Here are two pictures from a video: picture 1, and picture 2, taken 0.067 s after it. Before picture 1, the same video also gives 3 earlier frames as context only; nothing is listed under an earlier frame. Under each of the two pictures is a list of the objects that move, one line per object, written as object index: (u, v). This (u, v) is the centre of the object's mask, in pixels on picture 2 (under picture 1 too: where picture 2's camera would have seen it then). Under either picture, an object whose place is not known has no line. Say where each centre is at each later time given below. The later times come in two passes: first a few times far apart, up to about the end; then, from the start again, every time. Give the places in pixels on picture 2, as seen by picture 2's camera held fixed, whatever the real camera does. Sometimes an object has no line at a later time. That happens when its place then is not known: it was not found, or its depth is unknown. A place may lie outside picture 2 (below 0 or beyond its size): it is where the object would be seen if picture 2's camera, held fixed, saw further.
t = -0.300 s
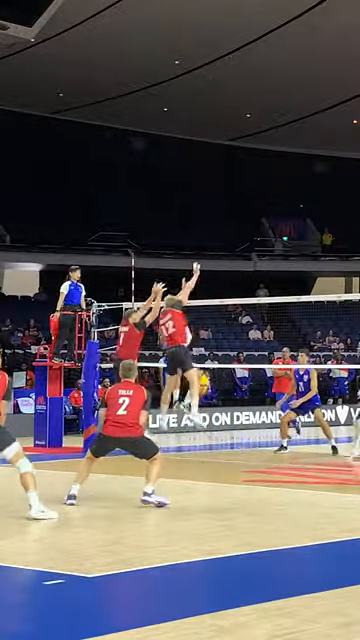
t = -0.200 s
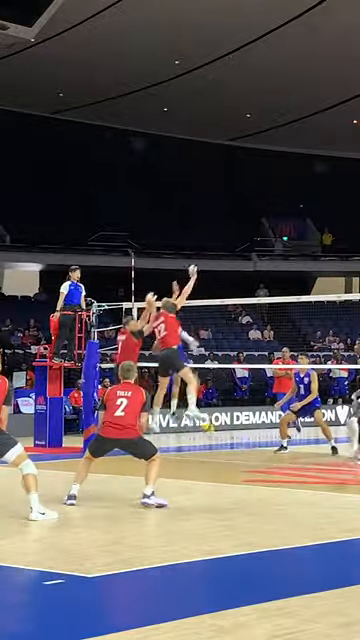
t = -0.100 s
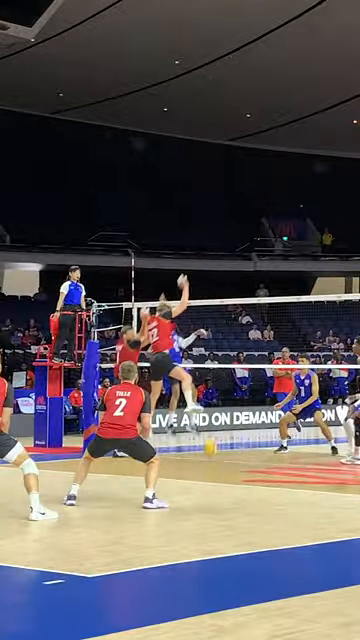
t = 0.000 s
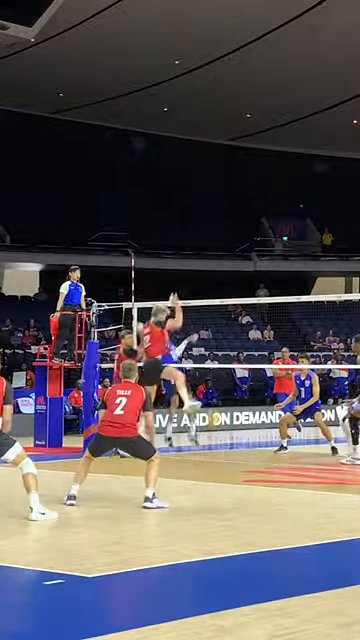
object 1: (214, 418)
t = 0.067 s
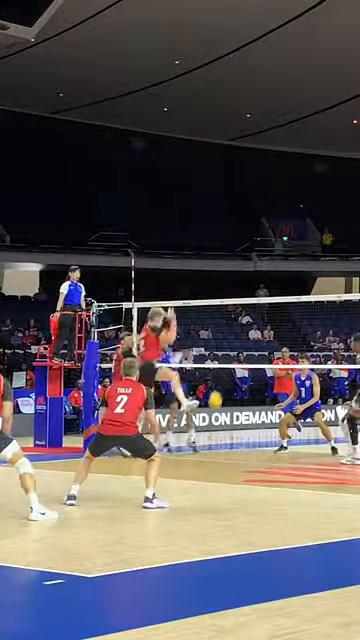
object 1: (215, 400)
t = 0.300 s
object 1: (224, 329)
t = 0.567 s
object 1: (236, 267)
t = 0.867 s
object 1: (249, 254)
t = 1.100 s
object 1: (258, 278)
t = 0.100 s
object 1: (216, 393)
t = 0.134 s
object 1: (217, 384)
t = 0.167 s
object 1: (217, 377)
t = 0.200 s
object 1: (218, 370)
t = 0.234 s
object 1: (220, 355)
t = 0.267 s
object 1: (222, 342)
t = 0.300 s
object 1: (224, 329)
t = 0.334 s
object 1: (225, 318)
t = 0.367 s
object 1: (226, 310)
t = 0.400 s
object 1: (228, 299)
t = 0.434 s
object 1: (230, 291)
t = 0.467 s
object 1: (231, 284)
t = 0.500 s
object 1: (233, 277)
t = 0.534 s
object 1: (235, 271)
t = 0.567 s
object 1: (236, 267)
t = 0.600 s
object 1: (238, 263)
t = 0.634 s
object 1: (239, 259)
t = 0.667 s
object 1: (241, 256)
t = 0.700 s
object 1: (242, 255)
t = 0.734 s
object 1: (244, 253)
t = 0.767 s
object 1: (245, 252)
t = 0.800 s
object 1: (247, 253)
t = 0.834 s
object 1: (248, 253)
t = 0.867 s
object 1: (249, 254)
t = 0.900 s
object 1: (250, 256)
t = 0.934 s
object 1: (251, 258)
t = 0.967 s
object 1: (253, 261)
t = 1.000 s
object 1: (254, 265)
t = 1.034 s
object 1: (255, 268)
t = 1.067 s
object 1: (256, 273)
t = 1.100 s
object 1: (258, 278)
